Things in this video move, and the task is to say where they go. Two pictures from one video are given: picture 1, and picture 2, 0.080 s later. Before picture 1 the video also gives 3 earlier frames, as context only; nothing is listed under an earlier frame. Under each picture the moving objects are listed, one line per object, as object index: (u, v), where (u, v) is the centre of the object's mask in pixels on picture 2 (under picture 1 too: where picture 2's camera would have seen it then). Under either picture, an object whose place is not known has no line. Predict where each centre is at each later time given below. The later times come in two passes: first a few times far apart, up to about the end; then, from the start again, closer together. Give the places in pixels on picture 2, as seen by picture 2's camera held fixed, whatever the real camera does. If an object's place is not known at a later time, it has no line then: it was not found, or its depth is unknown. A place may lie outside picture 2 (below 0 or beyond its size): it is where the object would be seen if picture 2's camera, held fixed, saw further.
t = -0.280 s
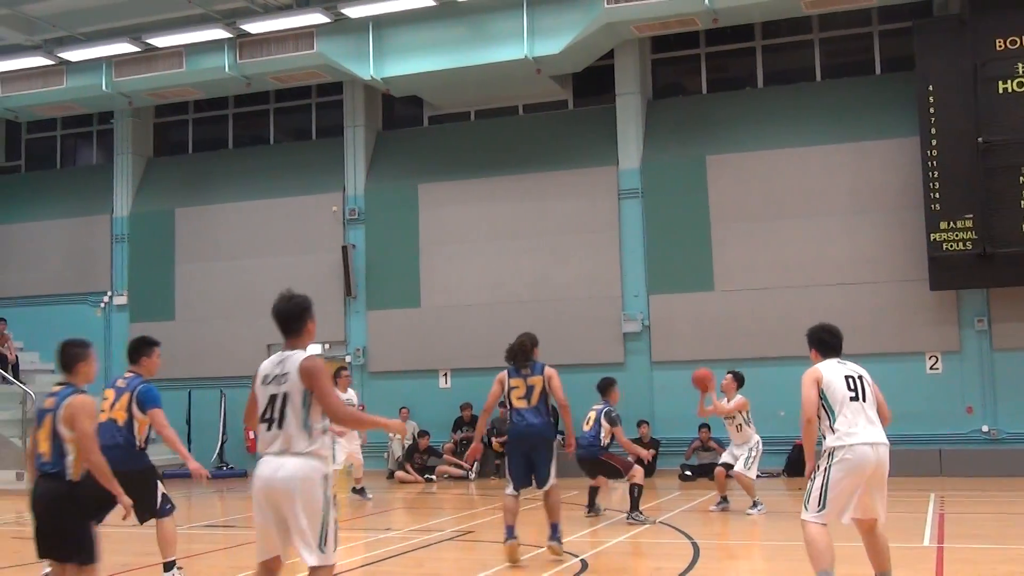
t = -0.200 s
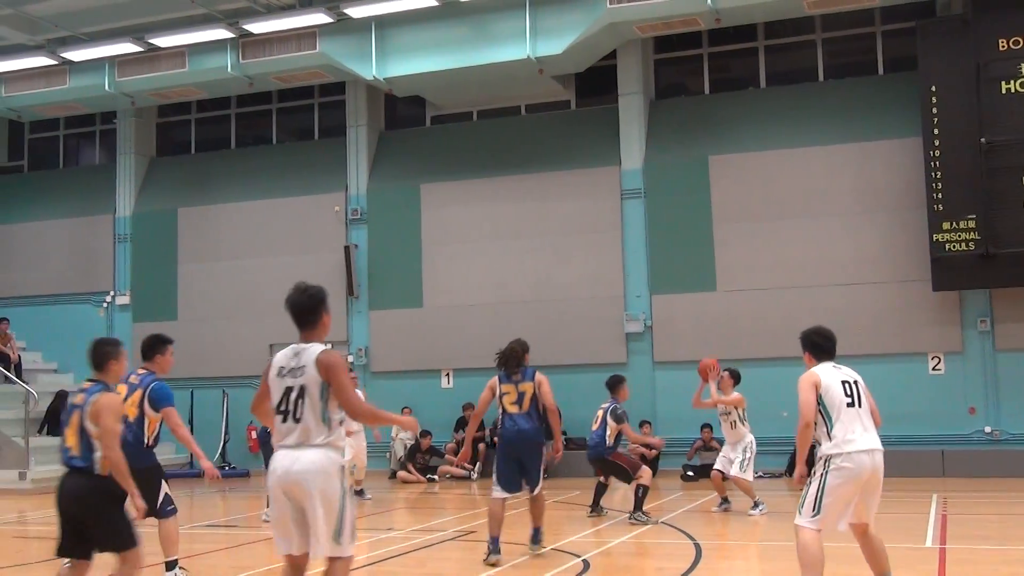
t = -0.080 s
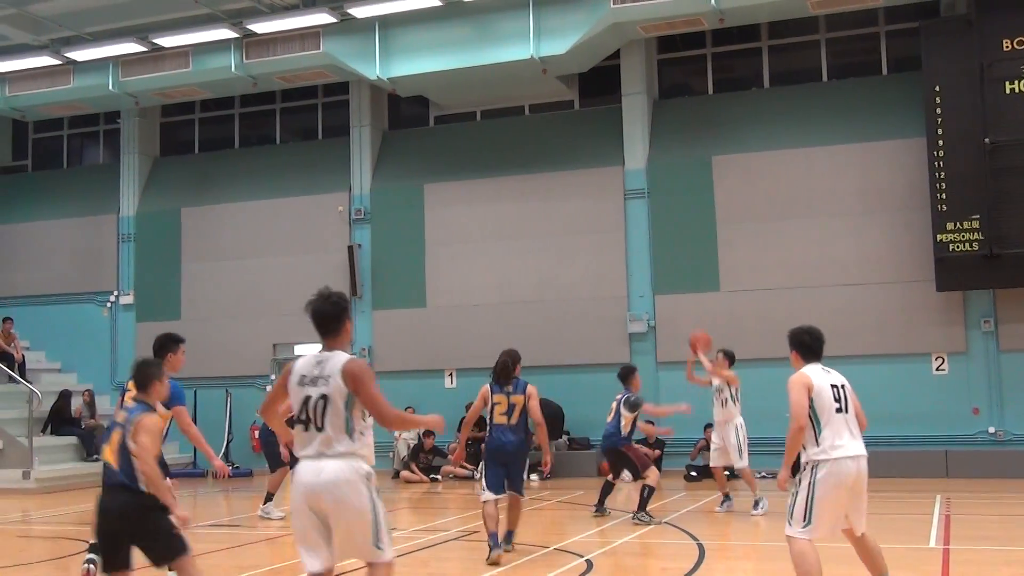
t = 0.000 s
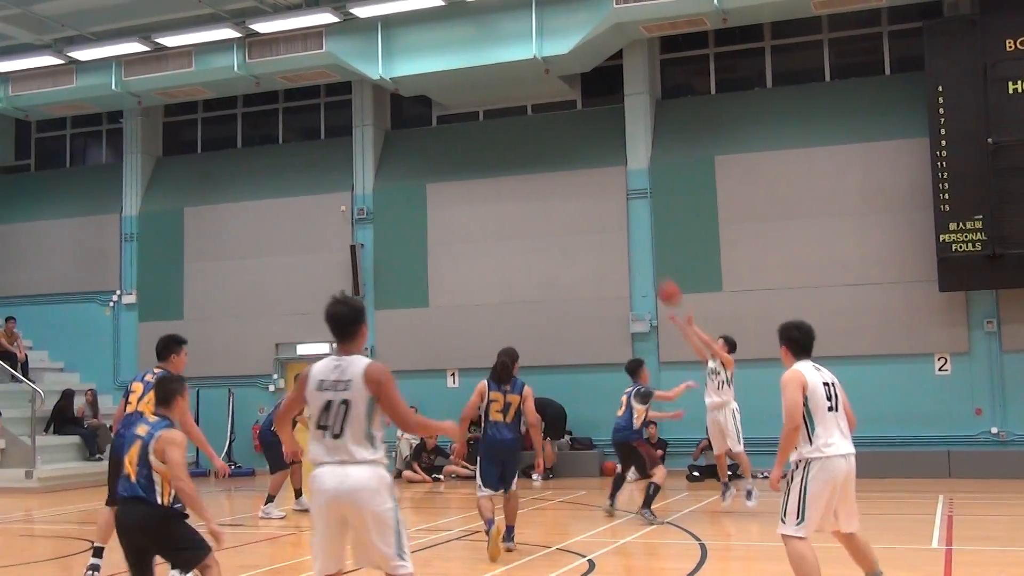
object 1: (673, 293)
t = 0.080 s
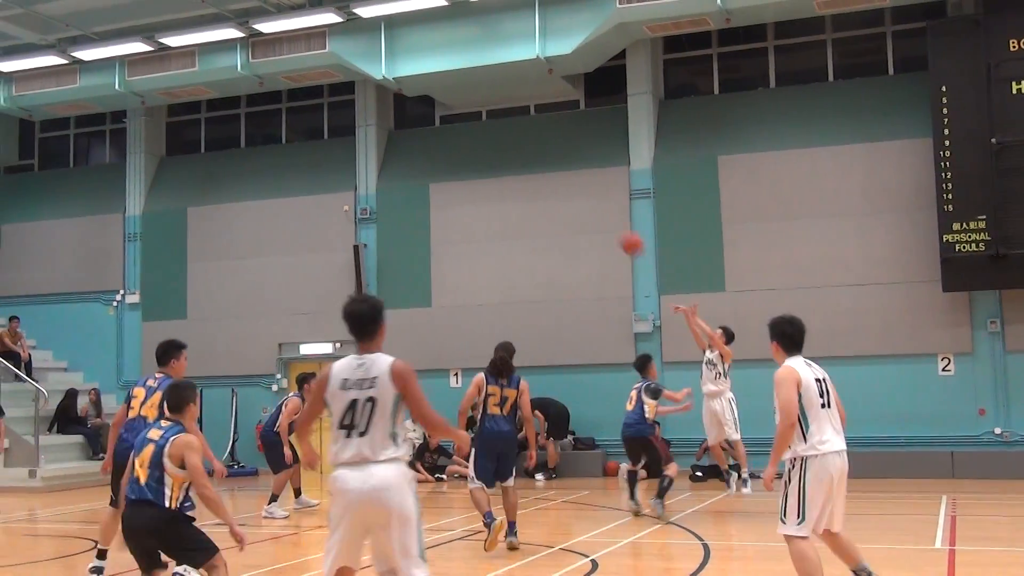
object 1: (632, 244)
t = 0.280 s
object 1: (530, 144)
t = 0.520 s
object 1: (408, 72)
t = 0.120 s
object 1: (612, 222)
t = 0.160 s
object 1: (592, 200)
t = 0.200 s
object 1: (571, 180)
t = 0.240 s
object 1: (550, 160)
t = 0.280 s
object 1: (530, 144)
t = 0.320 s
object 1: (510, 129)
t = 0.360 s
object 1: (489, 115)
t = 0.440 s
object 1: (449, 90)
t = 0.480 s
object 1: (429, 80)
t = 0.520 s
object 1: (408, 72)
